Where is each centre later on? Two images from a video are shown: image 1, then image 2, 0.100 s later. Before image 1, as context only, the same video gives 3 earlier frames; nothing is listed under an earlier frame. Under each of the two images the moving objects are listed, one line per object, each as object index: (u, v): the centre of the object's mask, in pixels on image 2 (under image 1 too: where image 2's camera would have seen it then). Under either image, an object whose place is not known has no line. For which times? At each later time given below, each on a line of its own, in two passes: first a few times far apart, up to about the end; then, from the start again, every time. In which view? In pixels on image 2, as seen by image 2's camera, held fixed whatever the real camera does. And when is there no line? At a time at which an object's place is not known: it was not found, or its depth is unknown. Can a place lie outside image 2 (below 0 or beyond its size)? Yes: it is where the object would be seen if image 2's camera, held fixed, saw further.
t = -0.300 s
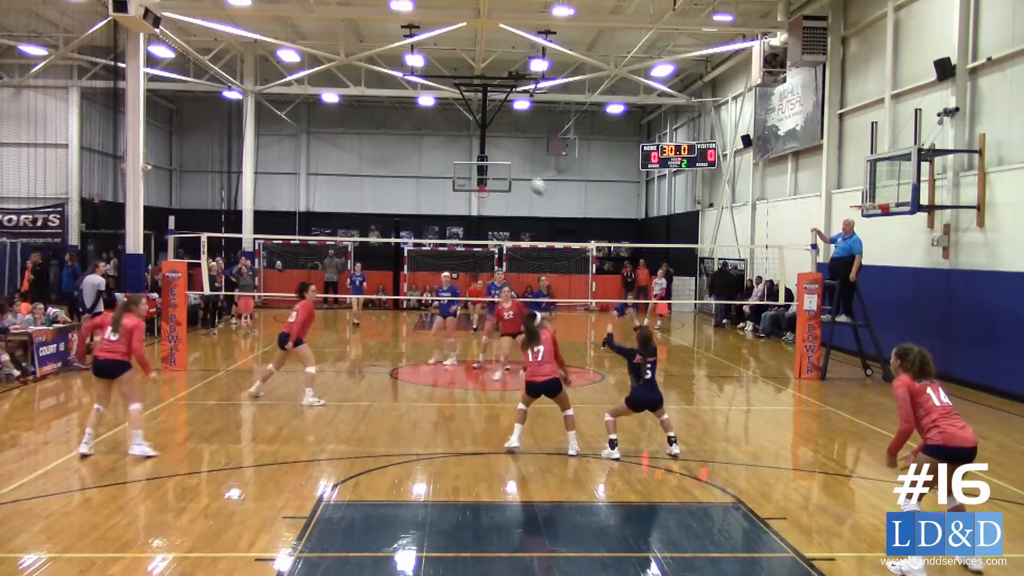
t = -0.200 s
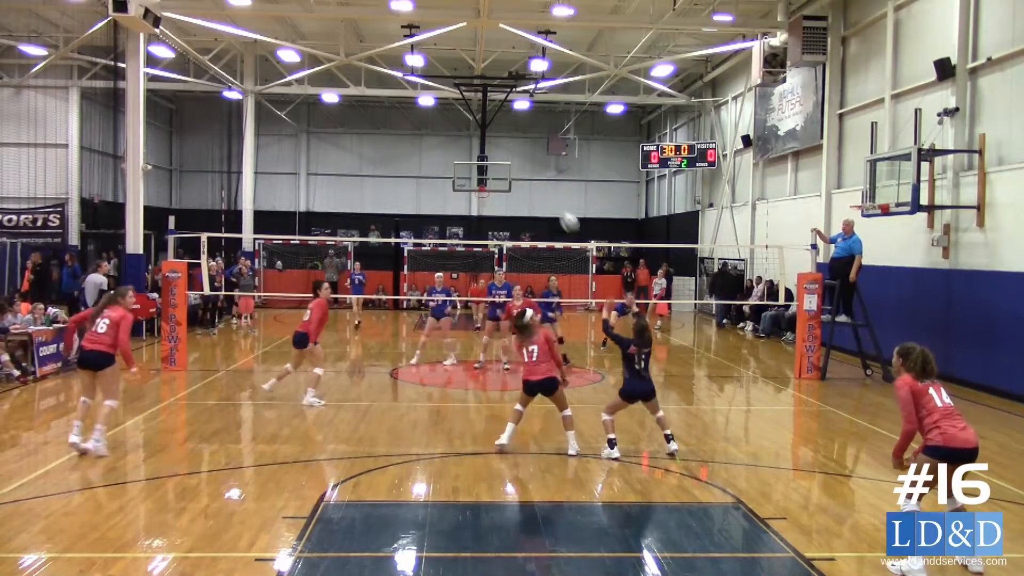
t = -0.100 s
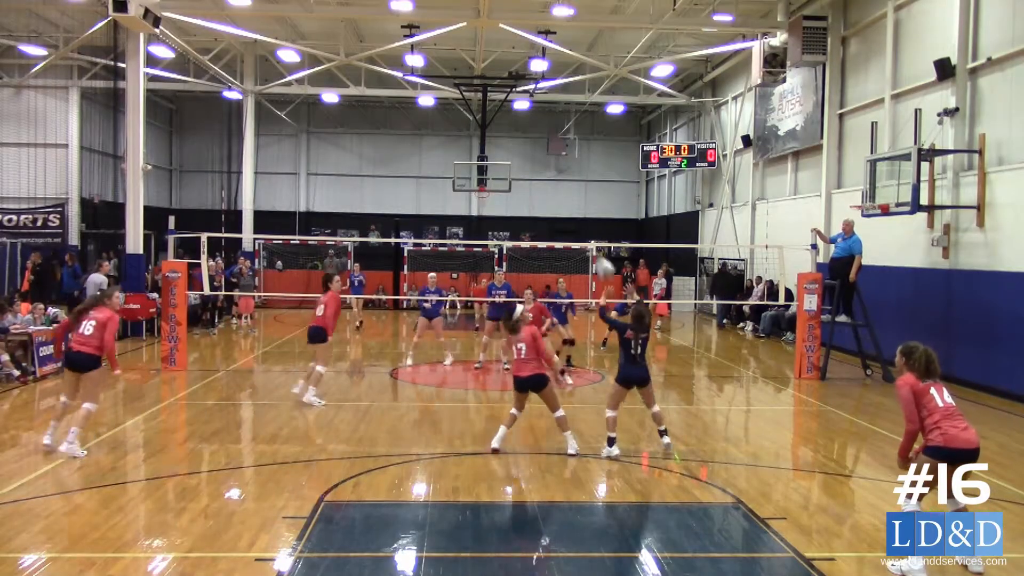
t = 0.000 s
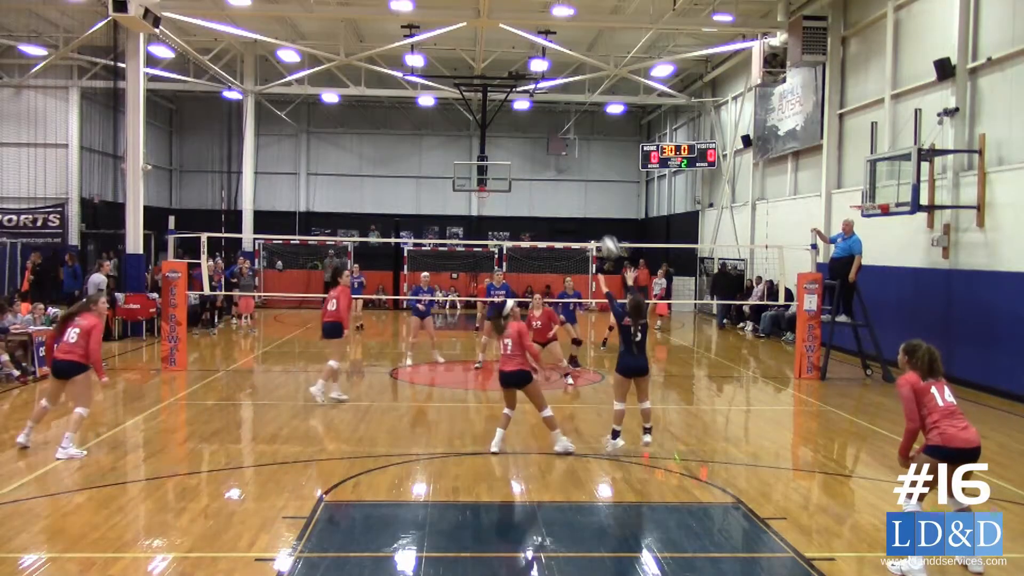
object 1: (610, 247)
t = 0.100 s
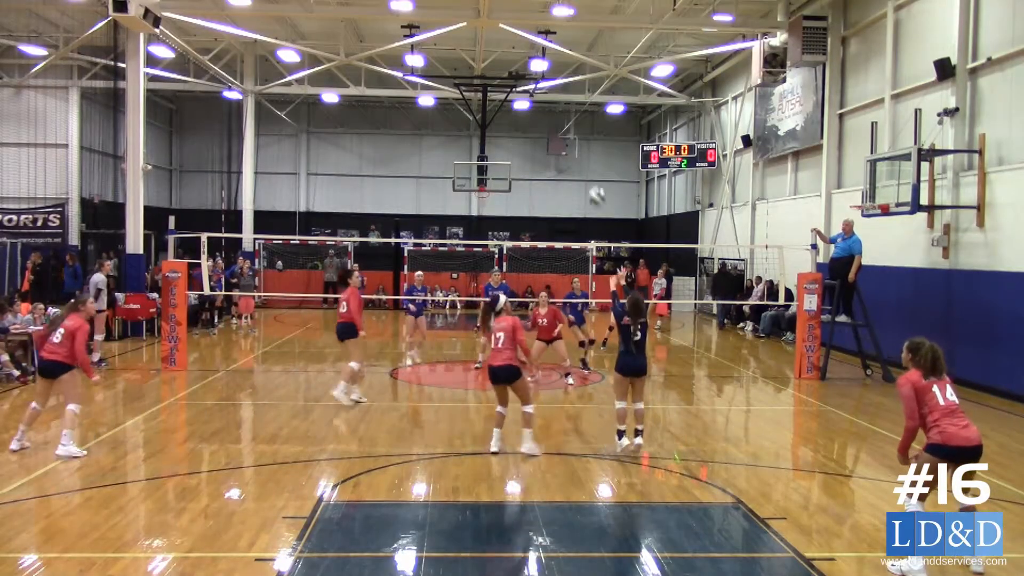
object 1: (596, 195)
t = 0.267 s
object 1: (575, 138)
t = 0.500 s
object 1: (552, 103)
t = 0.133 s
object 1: (592, 182)
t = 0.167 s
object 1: (588, 169)
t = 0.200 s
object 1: (584, 158)
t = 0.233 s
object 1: (580, 147)
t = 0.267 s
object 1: (575, 138)
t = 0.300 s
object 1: (572, 130)
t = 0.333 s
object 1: (568, 124)
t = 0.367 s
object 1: (565, 118)
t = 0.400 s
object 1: (562, 113)
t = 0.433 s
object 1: (559, 109)
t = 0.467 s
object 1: (555, 106)
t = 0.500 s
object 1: (552, 103)
